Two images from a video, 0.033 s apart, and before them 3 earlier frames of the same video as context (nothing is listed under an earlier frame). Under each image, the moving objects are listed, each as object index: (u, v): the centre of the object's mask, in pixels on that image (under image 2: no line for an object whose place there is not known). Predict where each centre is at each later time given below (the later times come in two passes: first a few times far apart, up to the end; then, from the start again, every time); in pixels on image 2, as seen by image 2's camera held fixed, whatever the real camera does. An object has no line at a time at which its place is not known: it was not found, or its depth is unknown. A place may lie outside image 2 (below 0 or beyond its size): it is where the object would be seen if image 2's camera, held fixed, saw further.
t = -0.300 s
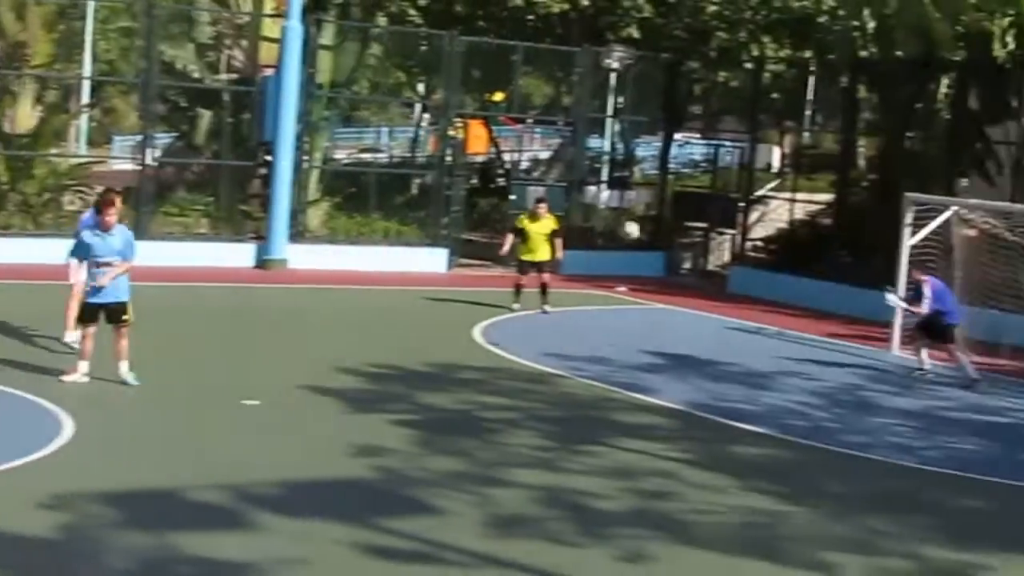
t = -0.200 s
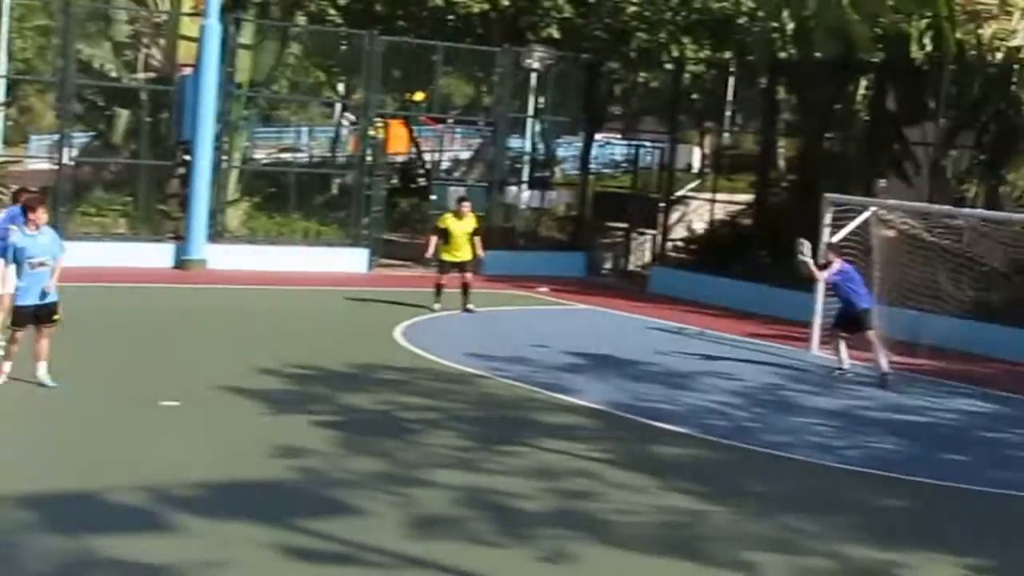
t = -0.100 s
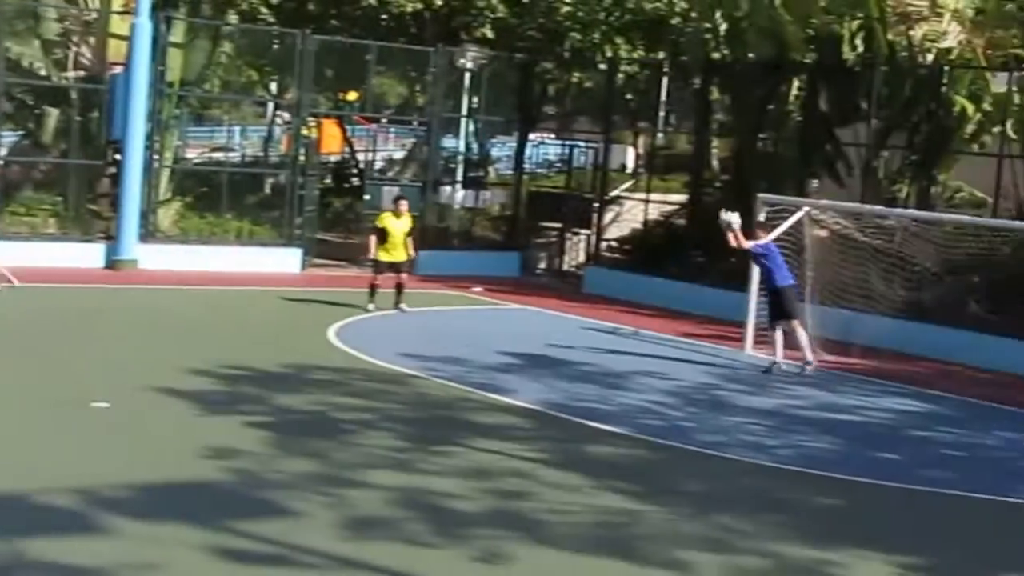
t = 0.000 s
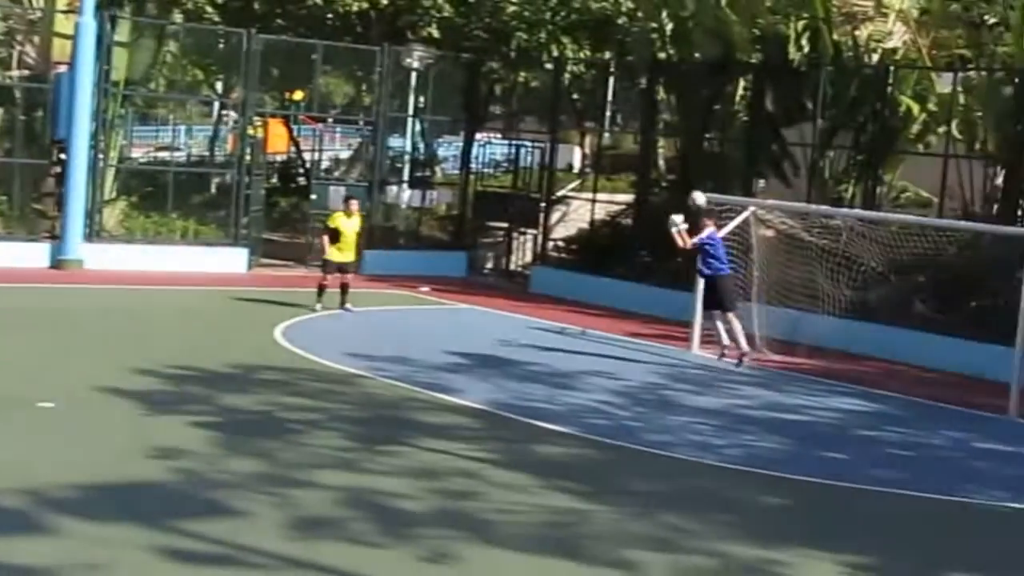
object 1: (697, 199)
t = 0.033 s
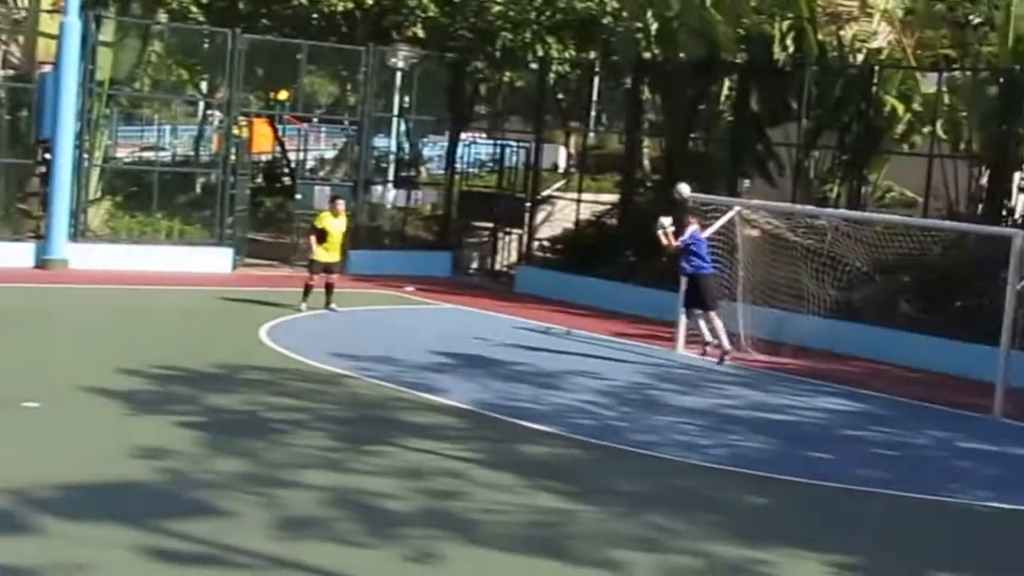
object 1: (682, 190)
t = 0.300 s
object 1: (679, 159)
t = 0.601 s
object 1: (669, 184)
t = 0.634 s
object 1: (669, 191)
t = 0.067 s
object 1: (683, 183)
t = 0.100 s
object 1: (682, 177)
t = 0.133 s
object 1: (682, 172)
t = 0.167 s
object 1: (681, 167)
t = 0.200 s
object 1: (681, 164)
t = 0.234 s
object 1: (680, 161)
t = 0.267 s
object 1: (680, 159)
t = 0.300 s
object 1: (679, 159)
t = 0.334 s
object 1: (679, 158)
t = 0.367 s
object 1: (678, 159)
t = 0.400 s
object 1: (677, 160)
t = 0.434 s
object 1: (676, 162)
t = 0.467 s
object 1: (674, 165)
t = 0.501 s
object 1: (673, 169)
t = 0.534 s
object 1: (672, 173)
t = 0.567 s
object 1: (671, 178)
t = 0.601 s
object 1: (669, 184)
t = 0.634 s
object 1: (669, 191)
